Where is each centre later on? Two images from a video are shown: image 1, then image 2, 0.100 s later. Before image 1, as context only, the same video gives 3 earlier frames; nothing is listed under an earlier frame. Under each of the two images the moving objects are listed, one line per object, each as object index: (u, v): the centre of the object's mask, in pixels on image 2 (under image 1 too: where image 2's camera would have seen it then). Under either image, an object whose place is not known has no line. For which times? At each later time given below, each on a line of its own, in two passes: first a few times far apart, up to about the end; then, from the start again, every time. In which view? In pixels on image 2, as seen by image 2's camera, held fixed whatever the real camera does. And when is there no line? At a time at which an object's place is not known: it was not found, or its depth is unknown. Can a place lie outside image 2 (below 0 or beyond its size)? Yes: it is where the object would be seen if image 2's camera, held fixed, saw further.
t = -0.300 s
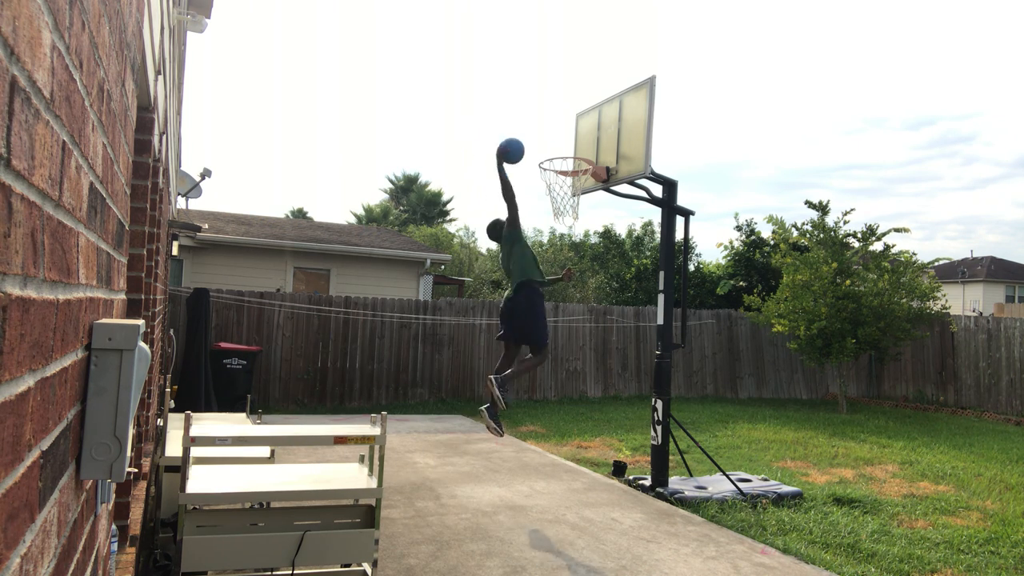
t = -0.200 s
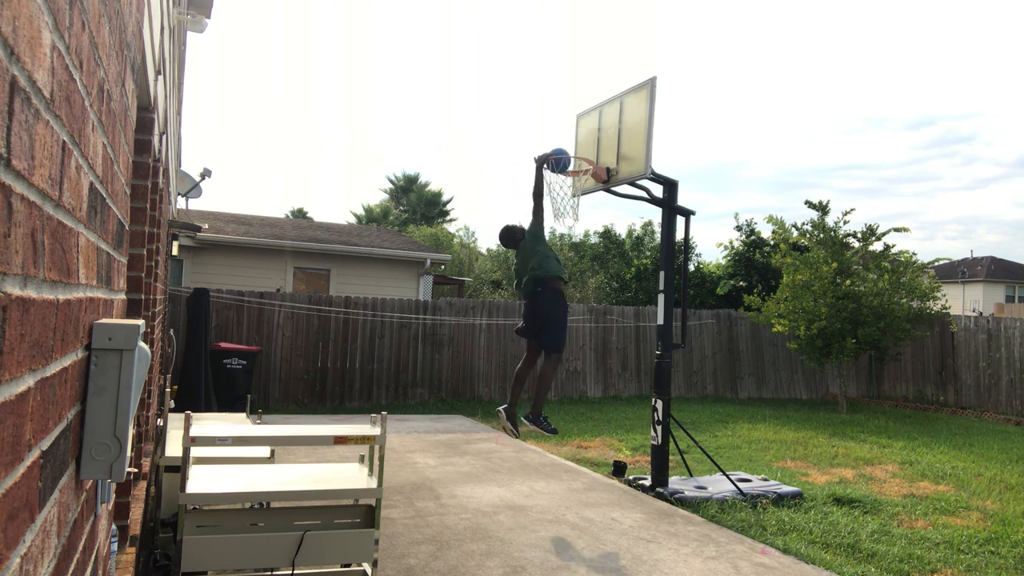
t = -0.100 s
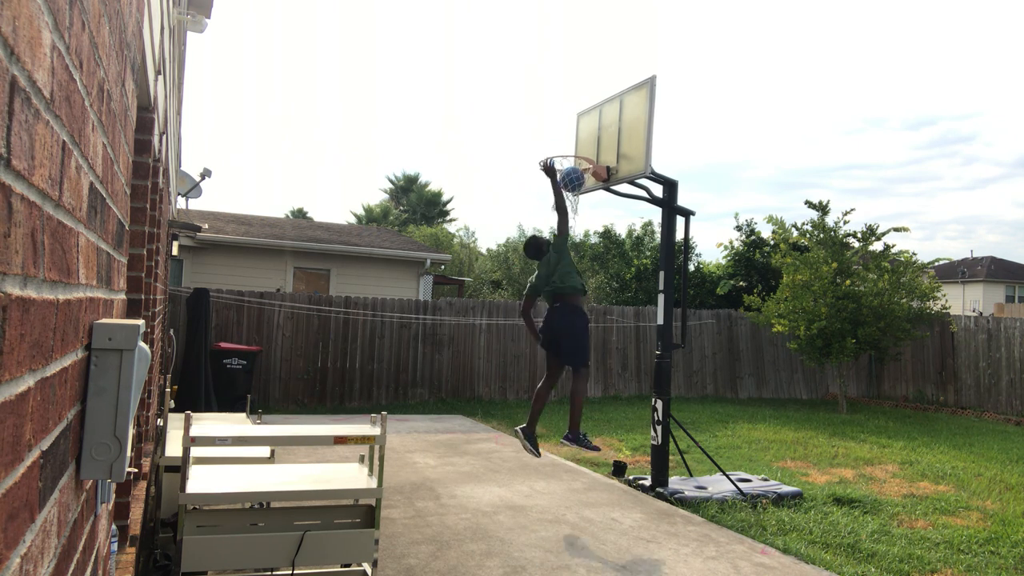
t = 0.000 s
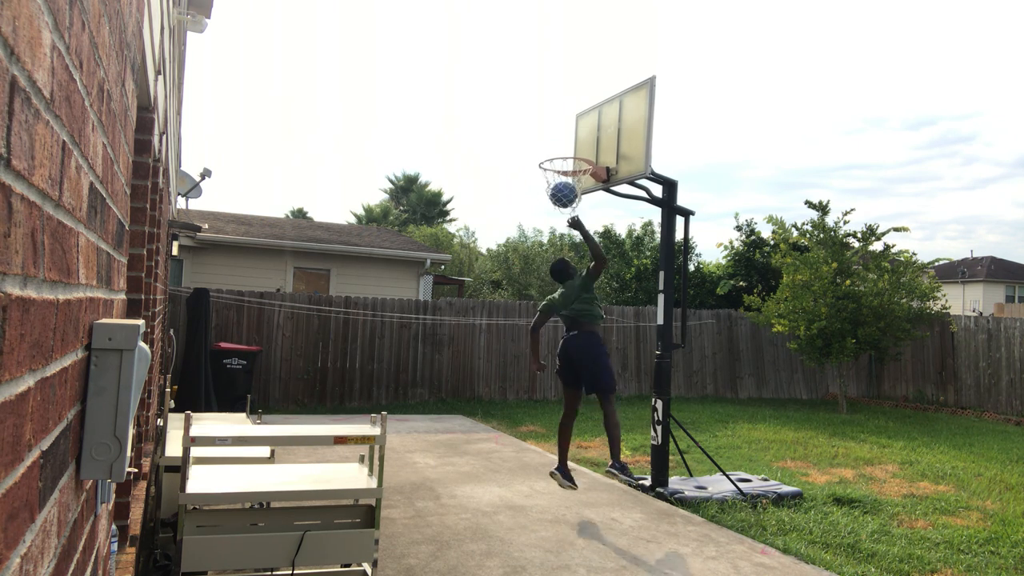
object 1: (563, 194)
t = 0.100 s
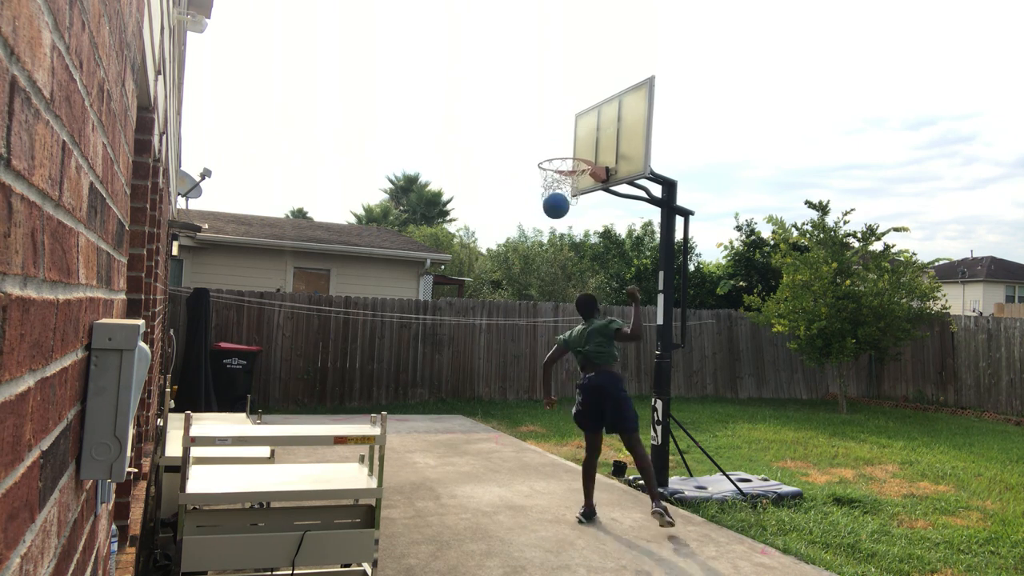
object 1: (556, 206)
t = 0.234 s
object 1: (545, 238)
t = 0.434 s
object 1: (526, 324)
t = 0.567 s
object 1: (513, 411)
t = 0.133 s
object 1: (553, 212)
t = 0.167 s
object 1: (550, 219)
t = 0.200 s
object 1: (548, 228)
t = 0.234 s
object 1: (545, 238)
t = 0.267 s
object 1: (542, 249)
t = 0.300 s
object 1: (538, 262)
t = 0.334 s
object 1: (536, 275)
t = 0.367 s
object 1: (533, 291)
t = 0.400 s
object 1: (529, 308)
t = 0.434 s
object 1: (526, 324)
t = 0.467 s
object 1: (523, 345)
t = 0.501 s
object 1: (519, 366)
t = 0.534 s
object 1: (516, 388)
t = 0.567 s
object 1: (513, 411)
